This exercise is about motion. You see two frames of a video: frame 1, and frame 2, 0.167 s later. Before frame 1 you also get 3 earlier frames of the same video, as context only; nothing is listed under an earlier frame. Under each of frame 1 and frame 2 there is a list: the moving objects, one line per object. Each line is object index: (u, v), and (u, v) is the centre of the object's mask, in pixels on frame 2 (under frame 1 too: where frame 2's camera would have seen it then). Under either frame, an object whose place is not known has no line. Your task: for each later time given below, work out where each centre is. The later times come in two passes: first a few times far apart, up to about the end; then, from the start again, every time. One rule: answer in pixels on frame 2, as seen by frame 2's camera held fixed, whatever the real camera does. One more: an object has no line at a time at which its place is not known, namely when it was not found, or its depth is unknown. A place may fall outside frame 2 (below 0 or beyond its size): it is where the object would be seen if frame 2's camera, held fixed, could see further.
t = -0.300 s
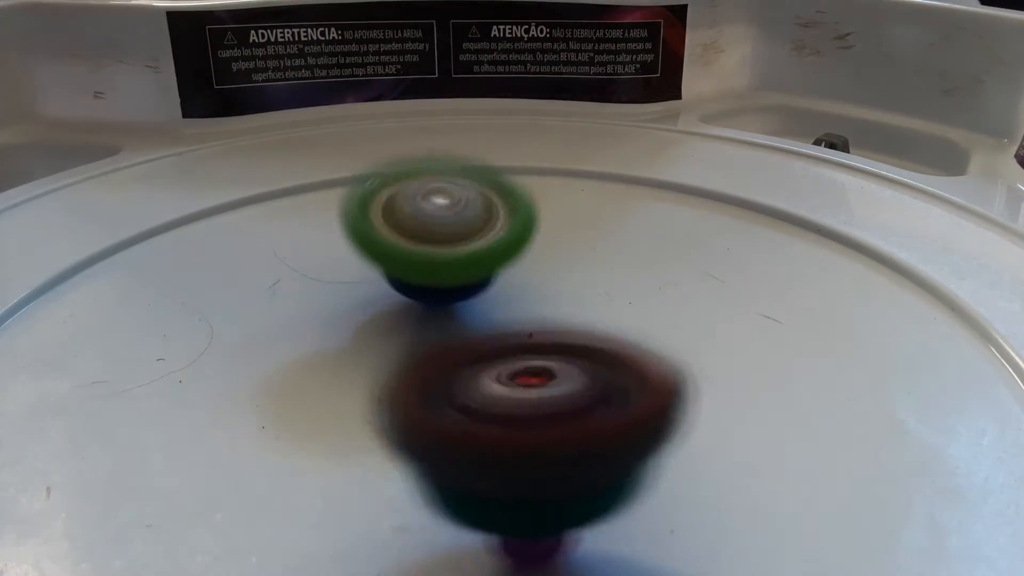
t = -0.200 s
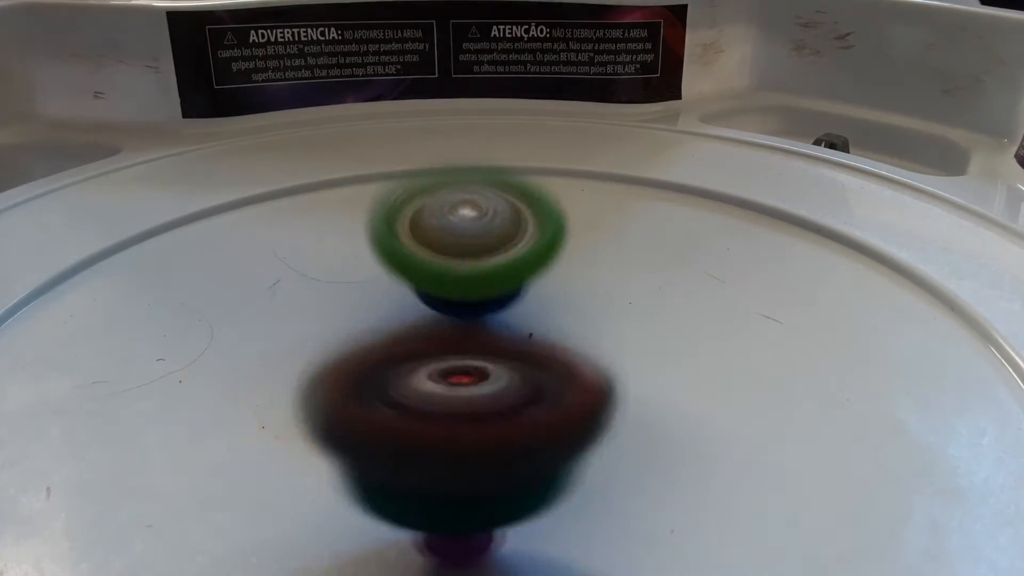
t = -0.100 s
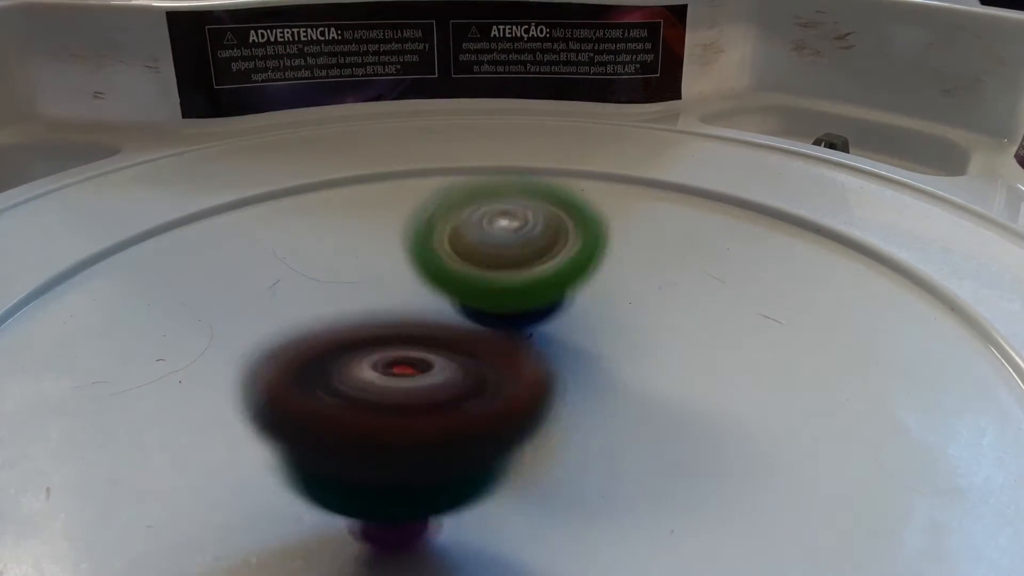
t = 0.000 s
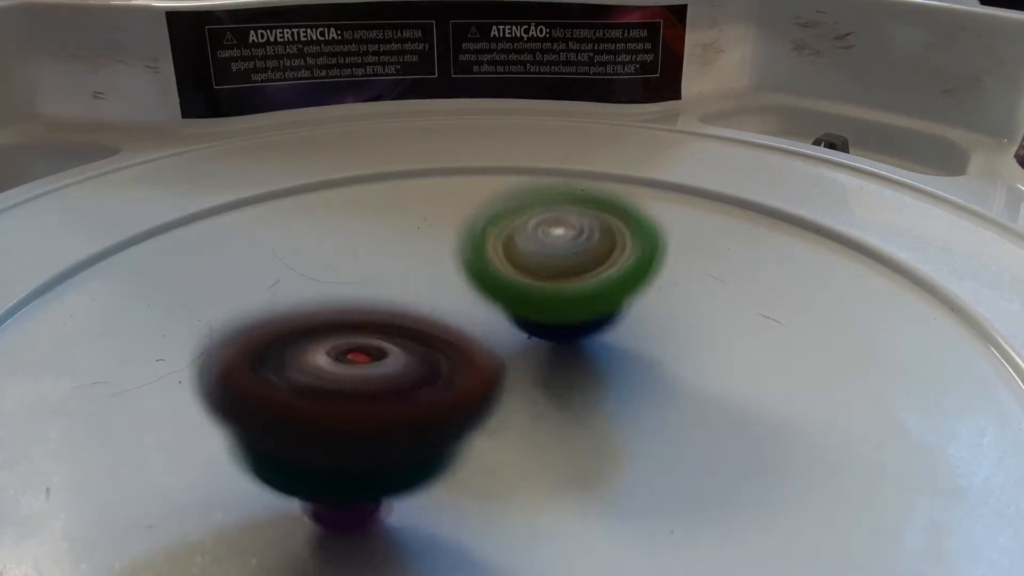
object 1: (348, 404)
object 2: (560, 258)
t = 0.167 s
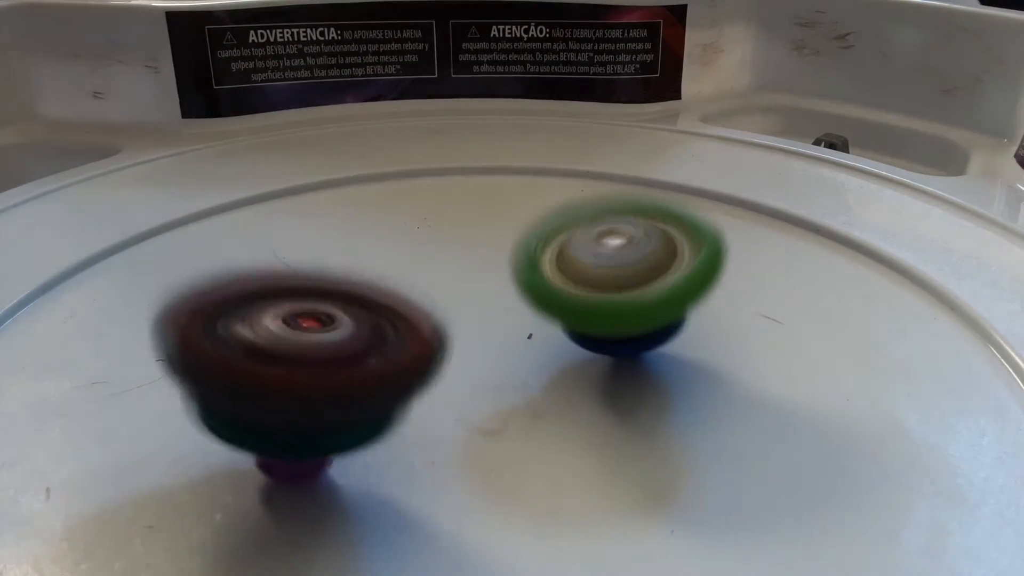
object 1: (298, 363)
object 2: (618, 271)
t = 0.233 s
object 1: (292, 346)
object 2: (635, 273)
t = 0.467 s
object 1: (313, 291)
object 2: (613, 311)
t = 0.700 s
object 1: (391, 254)
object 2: (577, 384)
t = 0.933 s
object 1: (484, 242)
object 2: (544, 442)
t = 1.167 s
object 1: (577, 258)
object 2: (453, 445)
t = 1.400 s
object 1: (646, 287)
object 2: (355, 402)
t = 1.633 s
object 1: (660, 342)
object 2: (322, 355)
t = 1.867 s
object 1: (598, 394)
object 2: (358, 305)
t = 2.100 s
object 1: (489, 416)
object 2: (411, 265)
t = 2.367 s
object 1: (374, 384)
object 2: (502, 252)
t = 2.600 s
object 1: (339, 331)
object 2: (577, 288)
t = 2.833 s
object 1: (276, 299)
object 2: (677, 304)
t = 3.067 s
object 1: (361, 302)
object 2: (668, 318)
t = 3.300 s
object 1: (355, 259)
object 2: (663, 390)
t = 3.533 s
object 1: (378, 271)
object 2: (543, 441)
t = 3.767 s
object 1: (500, 283)
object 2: (384, 463)
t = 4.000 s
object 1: (618, 286)
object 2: (316, 423)
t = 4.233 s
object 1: (661, 302)
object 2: (336, 337)
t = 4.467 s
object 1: (613, 355)
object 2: (393, 257)
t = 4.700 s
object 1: (645, 442)
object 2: (422, 196)
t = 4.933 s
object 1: (544, 447)
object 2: (489, 224)
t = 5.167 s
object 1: (336, 415)
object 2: (638, 286)
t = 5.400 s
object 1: (168, 379)
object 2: (761, 338)
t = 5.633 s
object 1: (246, 320)
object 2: (697, 407)
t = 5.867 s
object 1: (474, 259)
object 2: (467, 432)
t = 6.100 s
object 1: (630, 204)
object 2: (272, 369)
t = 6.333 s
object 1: (674, 228)
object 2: (262, 299)
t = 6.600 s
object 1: (581, 391)
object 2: (408, 252)
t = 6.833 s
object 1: (512, 538)
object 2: (489, 193)
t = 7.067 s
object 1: (306, 511)
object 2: (578, 230)
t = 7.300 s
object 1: (329, 353)
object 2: (623, 344)
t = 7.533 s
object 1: (398, 186)
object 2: (560, 472)
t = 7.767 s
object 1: (477, 153)
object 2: (378, 480)
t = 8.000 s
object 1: (602, 257)
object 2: (322, 382)
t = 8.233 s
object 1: (748, 434)
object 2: (402, 272)
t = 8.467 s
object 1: (657, 492)
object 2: (512, 225)
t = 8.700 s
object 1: (347, 405)
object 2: (610, 254)
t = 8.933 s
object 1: (265, 244)
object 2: (629, 353)
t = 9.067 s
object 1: (299, 199)
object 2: (570, 421)
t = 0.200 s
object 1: (293, 355)
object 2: (628, 272)
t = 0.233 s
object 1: (292, 346)
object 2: (635, 273)
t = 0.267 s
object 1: (292, 337)
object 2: (642, 276)
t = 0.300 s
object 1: (291, 328)
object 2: (644, 278)
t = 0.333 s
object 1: (292, 321)
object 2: (644, 282)
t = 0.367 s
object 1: (295, 312)
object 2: (639, 287)
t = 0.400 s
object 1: (300, 305)
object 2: (631, 293)
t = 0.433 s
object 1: (306, 299)
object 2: (622, 301)
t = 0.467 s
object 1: (313, 291)
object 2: (613, 311)
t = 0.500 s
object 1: (324, 285)
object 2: (605, 321)
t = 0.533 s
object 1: (333, 279)
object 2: (597, 331)
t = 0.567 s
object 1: (343, 273)
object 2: (591, 343)
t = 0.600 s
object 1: (354, 268)
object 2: (585, 354)
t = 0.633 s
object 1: (366, 264)
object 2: (582, 364)
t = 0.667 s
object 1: (380, 258)
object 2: (579, 374)
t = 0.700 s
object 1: (391, 254)
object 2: (577, 384)
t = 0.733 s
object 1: (402, 250)
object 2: (574, 394)
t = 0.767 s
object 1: (415, 248)
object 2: (571, 404)
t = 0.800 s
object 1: (429, 247)
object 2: (568, 413)
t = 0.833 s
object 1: (441, 245)
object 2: (563, 422)
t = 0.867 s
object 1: (455, 244)
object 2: (559, 429)
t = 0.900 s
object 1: (469, 243)
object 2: (553, 437)
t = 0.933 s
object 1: (484, 242)
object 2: (544, 442)
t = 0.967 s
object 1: (497, 243)
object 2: (535, 446)
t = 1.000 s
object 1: (511, 244)
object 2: (524, 448)
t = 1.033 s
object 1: (524, 246)
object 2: (512, 451)
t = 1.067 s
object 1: (538, 249)
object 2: (497, 451)
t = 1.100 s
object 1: (551, 251)
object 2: (483, 452)
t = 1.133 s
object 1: (565, 253)
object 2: (467, 449)
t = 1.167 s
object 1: (577, 258)
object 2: (453, 445)
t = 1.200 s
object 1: (590, 262)
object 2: (437, 441)
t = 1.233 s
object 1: (601, 265)
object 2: (422, 435)
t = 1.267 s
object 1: (613, 270)
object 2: (409, 432)
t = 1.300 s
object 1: (623, 274)
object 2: (394, 425)
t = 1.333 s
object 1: (632, 278)
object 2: (381, 419)
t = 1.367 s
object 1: (640, 283)
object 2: (367, 410)
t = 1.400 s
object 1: (646, 287)
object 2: (355, 402)
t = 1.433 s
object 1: (653, 294)
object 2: (343, 396)
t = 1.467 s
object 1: (659, 302)
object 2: (333, 390)
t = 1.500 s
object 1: (663, 310)
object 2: (328, 383)
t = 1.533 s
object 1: (664, 317)
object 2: (323, 376)
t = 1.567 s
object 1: (664, 325)
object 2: (320, 368)
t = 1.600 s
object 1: (663, 333)
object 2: (320, 361)
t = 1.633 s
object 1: (660, 342)
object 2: (322, 355)
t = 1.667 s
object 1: (657, 350)
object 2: (325, 347)
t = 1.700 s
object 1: (651, 358)
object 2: (329, 341)
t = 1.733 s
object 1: (641, 365)
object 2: (333, 334)
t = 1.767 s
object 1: (631, 372)
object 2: (338, 326)
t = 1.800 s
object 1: (620, 380)
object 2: (345, 319)
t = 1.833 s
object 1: (610, 388)
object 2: (351, 312)
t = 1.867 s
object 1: (598, 394)
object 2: (358, 305)
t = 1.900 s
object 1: (586, 400)
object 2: (366, 299)
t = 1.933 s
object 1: (572, 405)
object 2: (373, 293)
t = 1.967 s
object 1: (556, 410)
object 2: (380, 286)
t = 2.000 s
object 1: (538, 413)
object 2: (388, 279)
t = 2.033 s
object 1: (522, 415)
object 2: (396, 273)
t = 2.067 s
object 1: (506, 416)
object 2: (404, 269)
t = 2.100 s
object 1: (489, 416)
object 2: (411, 265)
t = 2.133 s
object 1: (471, 415)
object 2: (420, 261)
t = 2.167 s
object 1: (454, 413)
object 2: (430, 256)
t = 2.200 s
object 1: (439, 410)
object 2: (442, 254)
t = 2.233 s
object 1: (424, 407)
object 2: (454, 252)
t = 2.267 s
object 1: (411, 403)
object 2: (465, 253)
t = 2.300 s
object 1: (397, 398)
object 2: (478, 250)
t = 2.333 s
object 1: (385, 391)
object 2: (489, 252)
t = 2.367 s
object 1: (374, 384)
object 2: (502, 252)
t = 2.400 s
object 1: (363, 376)
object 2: (514, 255)
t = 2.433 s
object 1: (356, 369)
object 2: (526, 260)
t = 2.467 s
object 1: (351, 361)
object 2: (537, 266)
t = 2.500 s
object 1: (346, 353)
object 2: (548, 271)
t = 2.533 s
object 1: (342, 346)
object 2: (558, 276)
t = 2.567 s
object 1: (340, 339)
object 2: (569, 283)
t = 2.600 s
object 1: (339, 331)
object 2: (577, 288)
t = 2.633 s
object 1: (338, 325)
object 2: (586, 296)
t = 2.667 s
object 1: (321, 318)
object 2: (609, 299)
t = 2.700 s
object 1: (307, 312)
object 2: (633, 302)
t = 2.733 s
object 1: (297, 308)
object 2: (651, 303)
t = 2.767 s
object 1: (287, 304)
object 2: (665, 304)
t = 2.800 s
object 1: (279, 301)
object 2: (672, 305)
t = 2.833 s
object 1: (276, 299)
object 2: (677, 304)
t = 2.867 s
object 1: (275, 297)
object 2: (683, 306)
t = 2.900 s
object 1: (278, 297)
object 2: (688, 308)
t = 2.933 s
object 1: (289, 299)
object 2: (688, 309)
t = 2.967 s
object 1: (303, 300)
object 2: (684, 310)
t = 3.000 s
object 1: (321, 301)
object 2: (680, 310)
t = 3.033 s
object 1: (340, 302)
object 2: (675, 314)
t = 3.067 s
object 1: (361, 302)
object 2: (668, 318)
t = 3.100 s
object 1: (381, 301)
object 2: (659, 323)
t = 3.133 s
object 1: (399, 299)
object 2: (650, 331)
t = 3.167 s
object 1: (388, 289)
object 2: (667, 344)
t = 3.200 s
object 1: (375, 278)
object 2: (676, 357)
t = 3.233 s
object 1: (367, 270)
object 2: (676, 370)
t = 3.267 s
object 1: (361, 264)
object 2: (670, 380)
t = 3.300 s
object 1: (355, 259)
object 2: (663, 390)
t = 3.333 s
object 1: (351, 256)
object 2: (652, 398)
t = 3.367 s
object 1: (349, 254)
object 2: (640, 406)
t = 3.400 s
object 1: (347, 254)
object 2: (626, 415)
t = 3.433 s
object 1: (349, 256)
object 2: (607, 422)
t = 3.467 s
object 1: (354, 259)
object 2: (588, 429)
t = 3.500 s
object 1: (364, 263)
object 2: (567, 436)
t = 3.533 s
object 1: (378, 271)
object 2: (543, 441)
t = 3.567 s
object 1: (392, 275)
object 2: (520, 445)
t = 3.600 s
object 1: (407, 277)
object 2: (495, 447)
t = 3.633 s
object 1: (422, 278)
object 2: (471, 448)
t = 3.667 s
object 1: (441, 279)
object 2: (446, 452)
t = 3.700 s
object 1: (461, 280)
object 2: (422, 459)
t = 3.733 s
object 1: (480, 282)
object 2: (400, 463)
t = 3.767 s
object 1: (500, 283)
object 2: (384, 463)
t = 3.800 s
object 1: (518, 284)
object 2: (369, 462)
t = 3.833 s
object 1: (536, 285)
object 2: (355, 461)
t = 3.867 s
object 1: (554, 285)
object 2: (343, 456)
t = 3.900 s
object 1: (572, 286)
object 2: (333, 452)
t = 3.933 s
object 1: (588, 285)
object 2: (325, 443)
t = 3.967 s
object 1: (604, 286)
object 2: (320, 435)
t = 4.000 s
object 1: (618, 286)
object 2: (316, 423)
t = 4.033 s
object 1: (629, 287)
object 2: (315, 411)
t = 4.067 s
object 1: (640, 289)
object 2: (315, 399)
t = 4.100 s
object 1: (649, 289)
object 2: (316, 386)
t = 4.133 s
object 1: (657, 291)
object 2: (319, 373)
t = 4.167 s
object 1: (662, 294)
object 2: (324, 361)
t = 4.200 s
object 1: (664, 298)
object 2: (329, 349)
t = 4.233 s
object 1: (661, 302)
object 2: (336, 337)
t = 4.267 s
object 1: (657, 307)
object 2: (344, 325)
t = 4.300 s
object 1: (651, 312)
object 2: (354, 314)
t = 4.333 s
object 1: (641, 318)
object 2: (364, 304)
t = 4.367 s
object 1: (630, 325)
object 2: (374, 293)
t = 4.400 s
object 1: (618, 331)
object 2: (383, 282)
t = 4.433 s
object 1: (607, 338)
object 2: (393, 273)
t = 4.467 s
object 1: (613, 355)
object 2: (393, 257)
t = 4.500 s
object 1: (625, 374)
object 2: (395, 242)
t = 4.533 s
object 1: (633, 390)
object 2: (398, 229)
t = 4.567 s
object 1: (641, 402)
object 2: (402, 219)
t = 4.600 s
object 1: (647, 414)
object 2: (406, 210)
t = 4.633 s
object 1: (649, 425)
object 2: (410, 203)
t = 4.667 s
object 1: (649, 435)
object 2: (416, 198)
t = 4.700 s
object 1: (645, 442)
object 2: (422, 196)
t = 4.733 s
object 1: (639, 448)
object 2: (430, 195)
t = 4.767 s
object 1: (629, 452)
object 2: (439, 196)
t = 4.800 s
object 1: (617, 454)
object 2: (448, 199)
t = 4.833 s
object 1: (601, 455)
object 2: (457, 204)
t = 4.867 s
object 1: (584, 453)
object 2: (467, 209)
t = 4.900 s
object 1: (564, 451)
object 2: (477, 216)
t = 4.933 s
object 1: (544, 447)
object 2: (489, 224)
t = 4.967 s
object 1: (524, 440)
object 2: (503, 235)
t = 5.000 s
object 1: (505, 431)
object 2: (519, 245)
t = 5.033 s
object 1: (486, 422)
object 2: (536, 255)
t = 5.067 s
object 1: (468, 411)
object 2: (553, 265)
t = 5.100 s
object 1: (442, 399)
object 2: (575, 273)
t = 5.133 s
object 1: (392, 409)
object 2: (606, 281)
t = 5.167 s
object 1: (336, 415)
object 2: (638, 286)
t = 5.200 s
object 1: (294, 414)
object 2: (660, 291)
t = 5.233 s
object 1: (259, 411)
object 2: (683, 297)
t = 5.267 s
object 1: (230, 407)
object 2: (704, 304)
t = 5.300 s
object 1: (207, 402)
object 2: (724, 313)
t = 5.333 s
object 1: (190, 396)
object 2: (740, 321)
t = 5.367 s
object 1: (176, 387)
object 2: (753, 329)
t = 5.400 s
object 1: (168, 379)
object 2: (761, 338)
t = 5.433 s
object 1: (165, 371)
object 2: (767, 349)
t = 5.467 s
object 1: (167, 362)
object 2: (767, 358)
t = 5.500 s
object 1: (175, 352)
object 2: (760, 368)
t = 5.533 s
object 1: (187, 343)
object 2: (752, 378)
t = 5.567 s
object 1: (204, 334)
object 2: (738, 388)
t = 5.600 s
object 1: (223, 326)
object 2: (720, 397)
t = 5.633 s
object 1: (246, 320)
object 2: (697, 407)
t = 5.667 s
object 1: (272, 313)
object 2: (671, 414)
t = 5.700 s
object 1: (300, 305)
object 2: (640, 421)
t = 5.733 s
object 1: (333, 297)
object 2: (606, 427)
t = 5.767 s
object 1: (364, 291)
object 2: (572, 431)
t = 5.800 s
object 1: (401, 282)
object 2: (536, 434)
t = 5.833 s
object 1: (437, 269)
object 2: (498, 436)
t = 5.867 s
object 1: (474, 259)
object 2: (467, 432)
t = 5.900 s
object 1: (503, 249)
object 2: (432, 425)
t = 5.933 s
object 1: (534, 240)
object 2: (400, 419)
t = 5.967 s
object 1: (560, 230)
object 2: (365, 411)
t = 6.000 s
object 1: (582, 220)
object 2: (337, 401)
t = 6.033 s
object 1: (600, 213)
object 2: (313, 391)
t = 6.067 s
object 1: (615, 208)
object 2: (291, 379)
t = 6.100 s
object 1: (630, 204)
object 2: (272, 369)
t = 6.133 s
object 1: (640, 201)
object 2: (259, 356)
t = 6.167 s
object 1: (649, 201)
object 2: (250, 345)
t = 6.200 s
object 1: (658, 205)
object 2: (245, 335)
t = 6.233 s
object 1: (666, 207)
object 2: (245, 323)
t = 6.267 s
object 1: (671, 212)
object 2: (247, 314)
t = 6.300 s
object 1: (673, 219)
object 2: (253, 306)
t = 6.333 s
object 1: (674, 228)
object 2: (262, 299)
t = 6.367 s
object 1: (672, 237)
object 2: (276, 293)
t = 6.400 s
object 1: (667, 249)
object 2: (292, 287)
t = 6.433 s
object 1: (657, 263)
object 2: (308, 282)
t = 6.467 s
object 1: (645, 281)
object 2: (329, 278)
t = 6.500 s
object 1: (629, 300)
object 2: (350, 274)
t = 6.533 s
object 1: (610, 320)
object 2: (373, 270)
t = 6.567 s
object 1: (589, 344)
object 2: (394, 265)
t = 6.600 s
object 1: (581, 391)
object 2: (408, 252)
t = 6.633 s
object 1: (578, 435)
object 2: (418, 233)
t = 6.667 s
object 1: (570, 462)
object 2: (428, 222)
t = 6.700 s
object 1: (561, 482)
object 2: (440, 212)
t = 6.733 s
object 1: (556, 500)
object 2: (453, 205)
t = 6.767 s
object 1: (555, 514)
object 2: (464, 199)
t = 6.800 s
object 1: (540, 525)
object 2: (476, 194)
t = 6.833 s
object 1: (512, 538)
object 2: (489, 193)
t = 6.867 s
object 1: (498, 541)
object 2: (505, 193)
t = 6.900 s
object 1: (465, 541)
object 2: (519, 196)
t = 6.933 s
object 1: (407, 538)
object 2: (531, 198)
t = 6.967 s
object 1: (370, 534)
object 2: (545, 205)
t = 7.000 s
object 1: (333, 527)
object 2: (557, 212)
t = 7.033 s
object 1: (315, 521)
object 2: (567, 220)
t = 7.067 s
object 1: (306, 511)
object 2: (578, 230)
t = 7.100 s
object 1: (297, 499)
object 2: (588, 243)
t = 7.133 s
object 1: (301, 487)
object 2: (597, 256)
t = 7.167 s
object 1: (306, 469)
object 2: (604, 270)
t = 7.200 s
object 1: (312, 446)
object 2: (612, 287)
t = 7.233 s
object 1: (318, 415)
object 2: (620, 306)
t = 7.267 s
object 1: (323, 383)
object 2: (622, 324)
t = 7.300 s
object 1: (329, 353)
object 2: (623, 344)
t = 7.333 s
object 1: (336, 323)
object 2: (624, 365)
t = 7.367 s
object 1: (346, 297)
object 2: (622, 387)
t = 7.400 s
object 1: (358, 270)
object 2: (614, 411)
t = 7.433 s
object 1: (366, 246)
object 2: (605, 433)
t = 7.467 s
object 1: (376, 225)
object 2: (594, 452)
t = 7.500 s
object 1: (387, 203)
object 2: (580, 464)
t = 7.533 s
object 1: (398, 186)
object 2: (560, 472)
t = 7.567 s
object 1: (410, 173)
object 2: (536, 478)
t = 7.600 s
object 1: (424, 163)
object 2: (514, 484)
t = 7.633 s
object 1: (435, 158)
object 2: (485, 486)
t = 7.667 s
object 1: (446, 151)
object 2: (457, 487)
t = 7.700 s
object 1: (457, 150)
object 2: (428, 487)
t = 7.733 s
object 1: (465, 151)
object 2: (401, 482)
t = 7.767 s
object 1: (477, 153)
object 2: (378, 480)
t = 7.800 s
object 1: (488, 160)
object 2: (356, 473)
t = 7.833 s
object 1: (501, 170)
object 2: (341, 463)
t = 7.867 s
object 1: (519, 182)
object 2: (329, 453)
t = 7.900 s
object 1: (536, 198)
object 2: (322, 437)
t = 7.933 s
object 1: (560, 219)
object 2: (322, 419)
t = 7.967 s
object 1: (577, 237)
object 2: (320, 401)
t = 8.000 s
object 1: (602, 257)
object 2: (322, 382)
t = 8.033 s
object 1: (626, 278)
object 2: (330, 365)
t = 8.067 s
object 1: (645, 302)
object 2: (336, 347)
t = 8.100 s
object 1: (669, 325)
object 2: (345, 330)
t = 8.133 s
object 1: (688, 352)
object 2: (359, 315)
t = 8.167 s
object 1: (712, 380)
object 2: (372, 301)
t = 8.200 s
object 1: (737, 407)
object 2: (385, 285)
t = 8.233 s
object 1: (748, 434)
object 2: (402, 272)
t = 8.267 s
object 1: (761, 453)
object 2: (416, 260)
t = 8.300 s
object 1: (761, 466)
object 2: (430, 249)
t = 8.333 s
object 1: (752, 477)
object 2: (447, 242)
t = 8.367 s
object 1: (740, 483)
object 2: (462, 236)
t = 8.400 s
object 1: (713, 489)
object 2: (478, 230)
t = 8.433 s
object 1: (692, 492)
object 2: (495, 227)
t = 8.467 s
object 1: (657, 492)
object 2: (512, 225)
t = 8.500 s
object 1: (624, 490)
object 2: (527, 224)
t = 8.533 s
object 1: (573, 487)
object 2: (544, 226)
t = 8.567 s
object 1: (519, 477)
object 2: (561, 229)
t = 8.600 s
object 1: (469, 466)
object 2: (574, 232)
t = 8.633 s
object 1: (422, 449)
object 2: (587, 239)
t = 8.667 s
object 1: (382, 432)
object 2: (600, 245)
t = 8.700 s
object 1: (347, 405)
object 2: (610, 254)
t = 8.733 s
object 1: (325, 384)
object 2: (620, 265)
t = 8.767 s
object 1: (304, 358)
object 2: (627, 277)
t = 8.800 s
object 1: (289, 334)
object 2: (632, 289)
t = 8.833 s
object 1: (276, 312)
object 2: (637, 304)
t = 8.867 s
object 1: (268, 287)
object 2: (637, 318)
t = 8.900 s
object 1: (261, 263)
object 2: (634, 336)
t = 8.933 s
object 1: (265, 244)
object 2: (629, 353)
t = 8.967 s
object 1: (267, 229)
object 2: (621, 369)
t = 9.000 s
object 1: (275, 214)
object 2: (606, 388)
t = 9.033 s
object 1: (287, 206)
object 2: (591, 406)
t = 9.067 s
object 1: (299, 199)
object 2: (570, 421)
